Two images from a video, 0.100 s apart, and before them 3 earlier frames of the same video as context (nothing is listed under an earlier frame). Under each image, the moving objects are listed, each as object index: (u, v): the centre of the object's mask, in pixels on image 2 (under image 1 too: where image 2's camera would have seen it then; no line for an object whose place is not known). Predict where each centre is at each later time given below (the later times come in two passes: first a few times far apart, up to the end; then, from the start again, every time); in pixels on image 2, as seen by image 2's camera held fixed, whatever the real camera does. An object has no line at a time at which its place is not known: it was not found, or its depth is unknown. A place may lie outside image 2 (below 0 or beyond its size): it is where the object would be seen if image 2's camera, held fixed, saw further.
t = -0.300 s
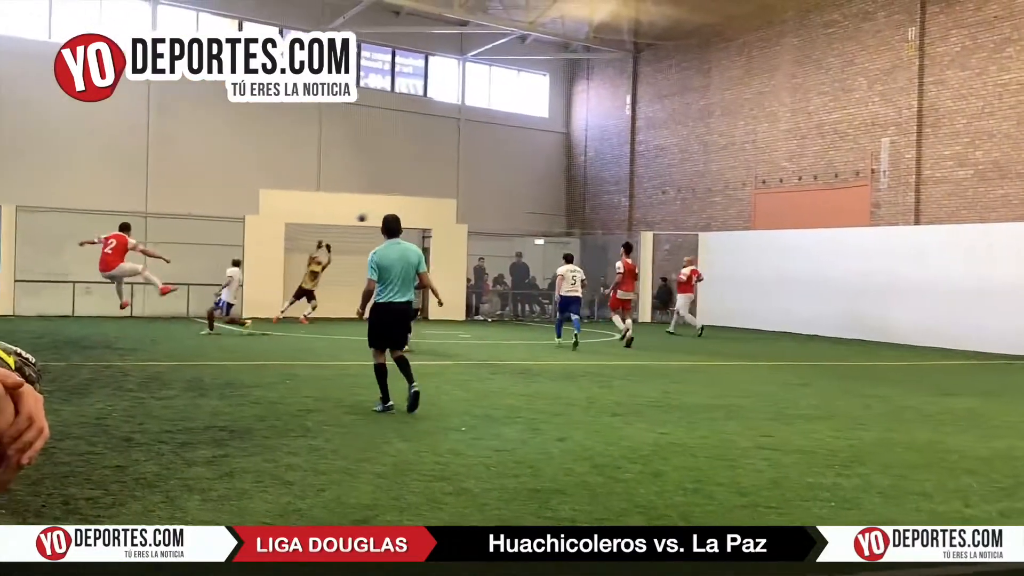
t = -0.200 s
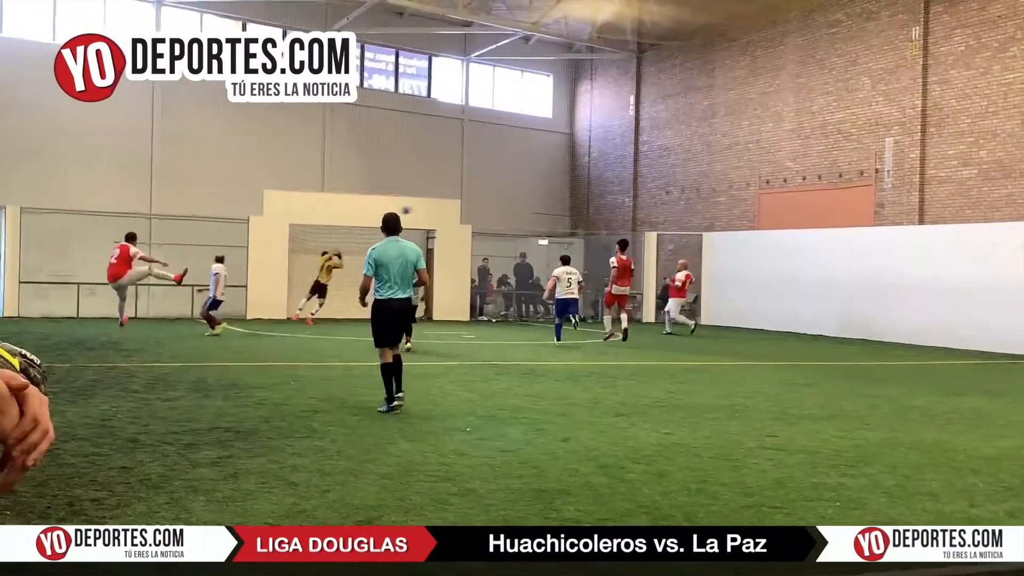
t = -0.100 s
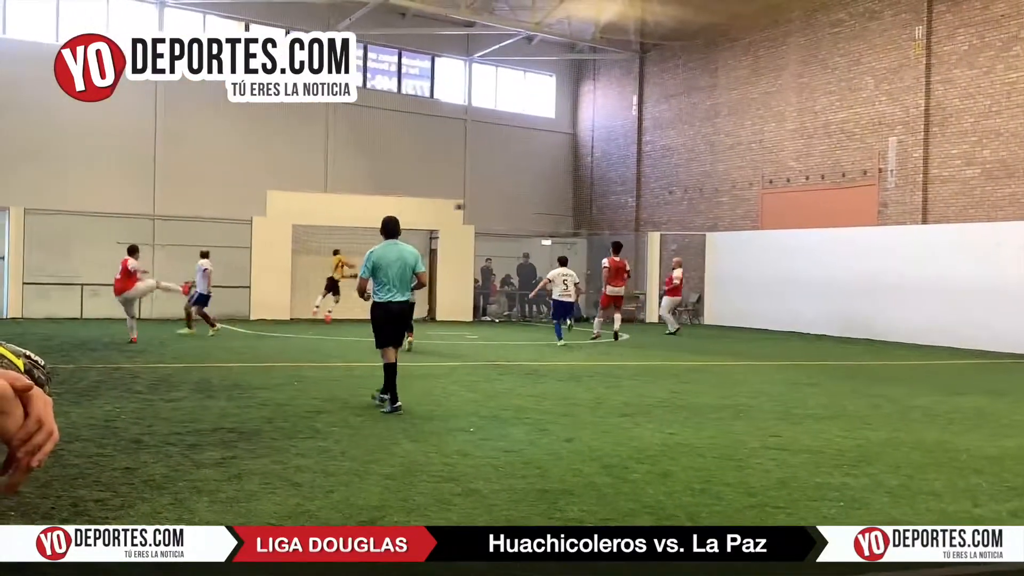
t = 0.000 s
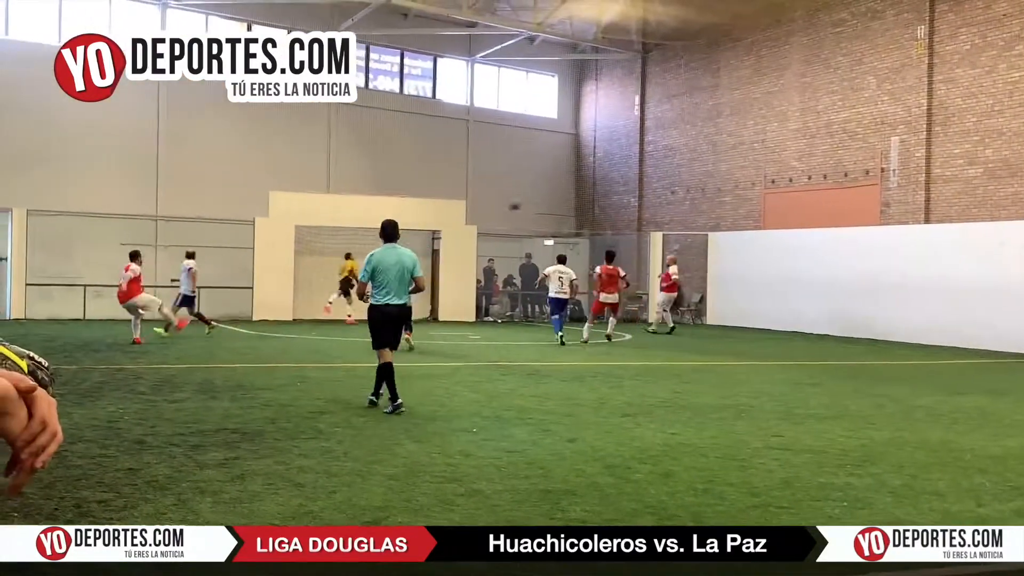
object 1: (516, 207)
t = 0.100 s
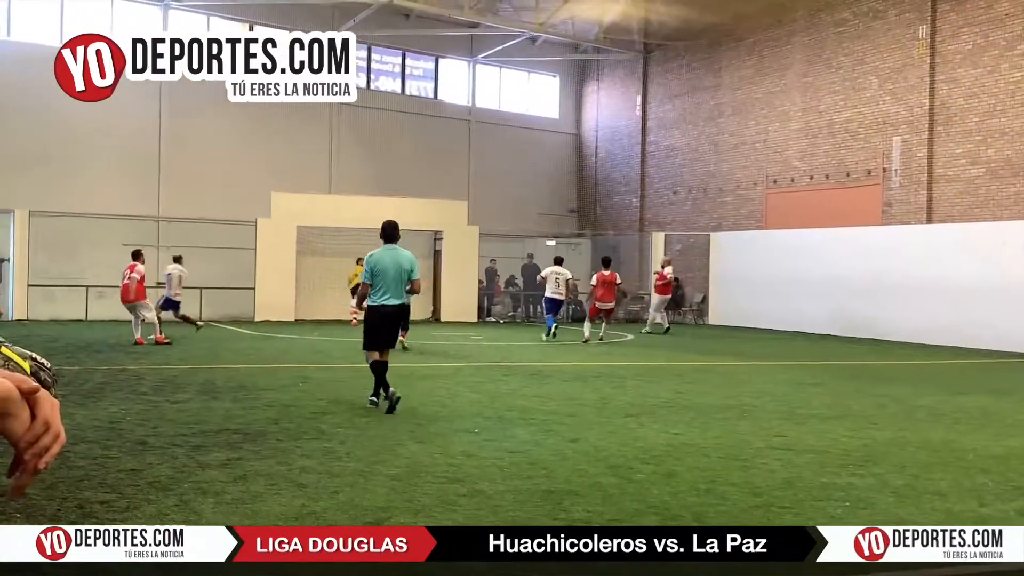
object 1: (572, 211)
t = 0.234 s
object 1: (650, 223)
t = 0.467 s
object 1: (801, 263)
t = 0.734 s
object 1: (987, 346)
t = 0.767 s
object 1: (1000, 335)
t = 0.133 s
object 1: (590, 211)
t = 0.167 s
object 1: (609, 215)
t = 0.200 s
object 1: (631, 219)
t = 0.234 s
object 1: (650, 223)
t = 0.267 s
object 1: (670, 227)
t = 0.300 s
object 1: (691, 232)
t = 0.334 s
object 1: (711, 236)
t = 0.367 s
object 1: (734, 242)
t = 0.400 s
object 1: (756, 248)
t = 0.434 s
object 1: (778, 256)
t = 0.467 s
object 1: (801, 263)
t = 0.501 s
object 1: (823, 272)
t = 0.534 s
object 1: (848, 282)
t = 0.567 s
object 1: (870, 291)
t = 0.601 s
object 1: (894, 302)
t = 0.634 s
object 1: (917, 314)
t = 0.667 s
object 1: (942, 326)
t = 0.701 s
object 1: (966, 339)
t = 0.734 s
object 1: (987, 346)
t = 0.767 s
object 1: (1000, 335)
